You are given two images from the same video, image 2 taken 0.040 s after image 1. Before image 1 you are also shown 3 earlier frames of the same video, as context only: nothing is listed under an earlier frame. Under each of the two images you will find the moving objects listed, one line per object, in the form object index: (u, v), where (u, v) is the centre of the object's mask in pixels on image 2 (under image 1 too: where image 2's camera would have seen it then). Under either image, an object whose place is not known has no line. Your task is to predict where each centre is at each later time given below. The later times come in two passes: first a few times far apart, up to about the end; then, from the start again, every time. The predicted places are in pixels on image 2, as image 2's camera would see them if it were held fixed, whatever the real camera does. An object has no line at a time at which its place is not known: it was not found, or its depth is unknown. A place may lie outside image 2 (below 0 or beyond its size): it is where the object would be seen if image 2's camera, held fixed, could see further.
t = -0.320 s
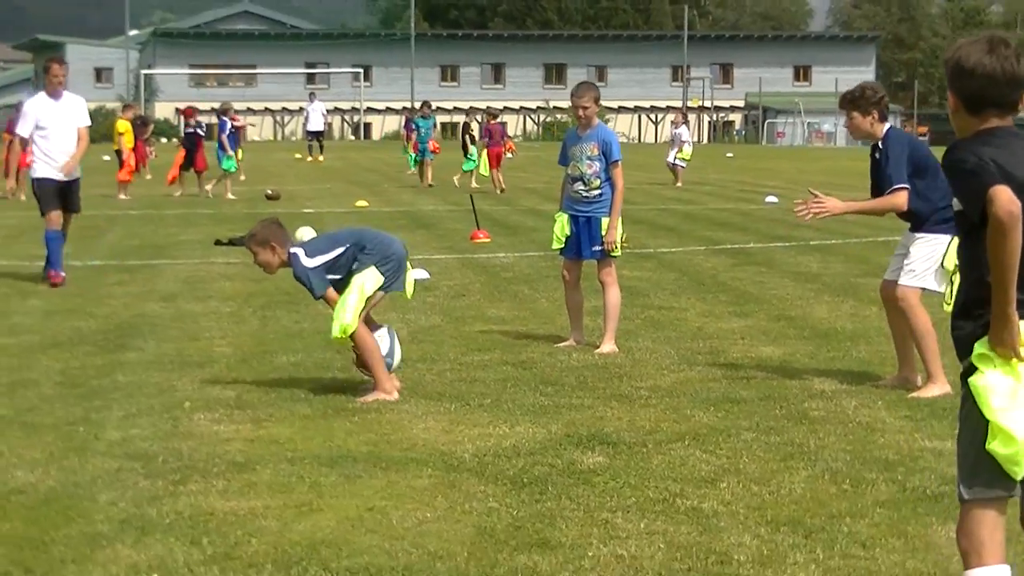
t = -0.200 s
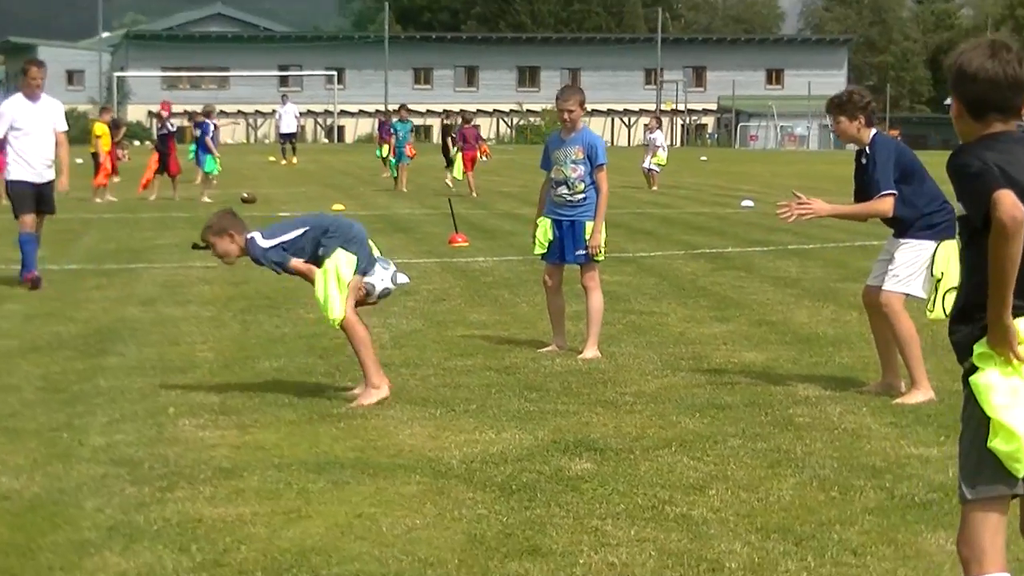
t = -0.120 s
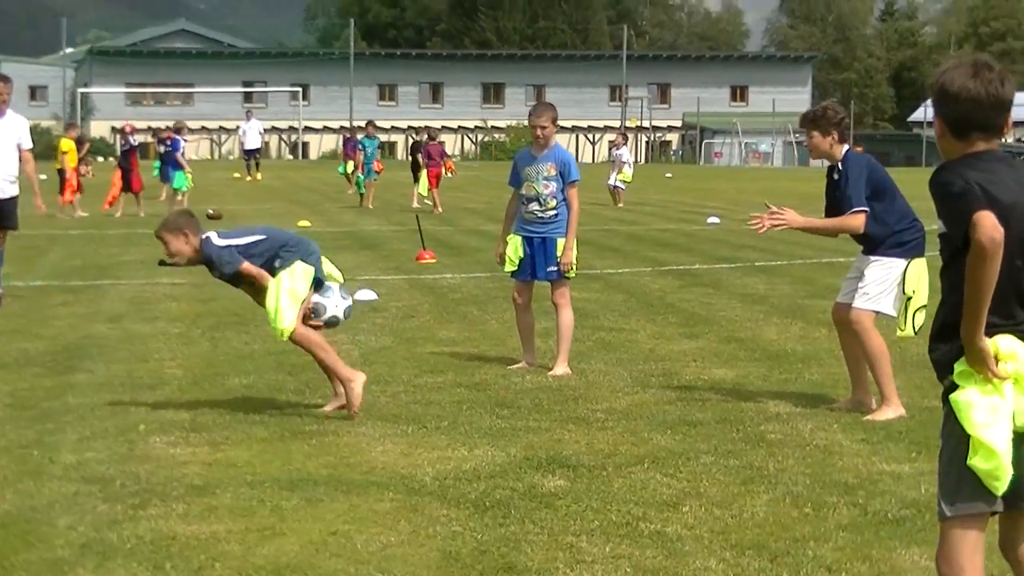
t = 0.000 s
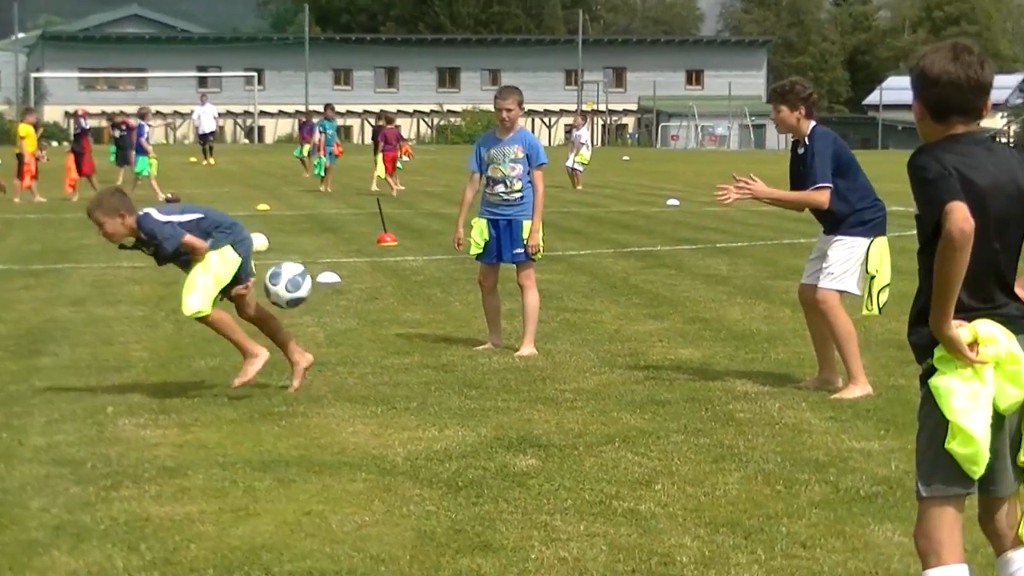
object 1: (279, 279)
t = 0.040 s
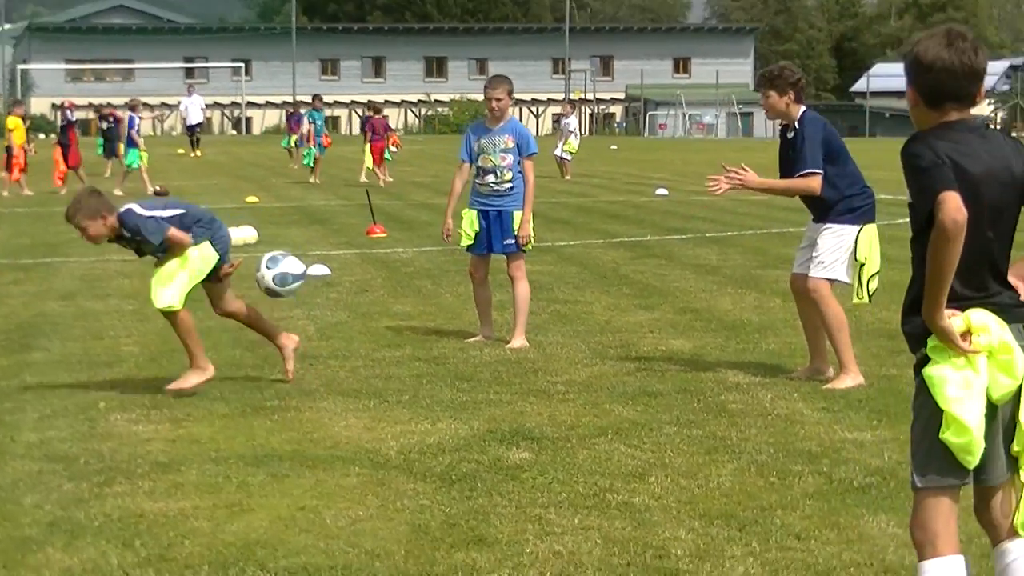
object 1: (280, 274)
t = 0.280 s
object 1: (284, 321)
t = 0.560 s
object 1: (324, 335)
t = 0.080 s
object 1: (281, 274)
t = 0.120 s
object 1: (283, 277)
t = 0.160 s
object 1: (282, 284)
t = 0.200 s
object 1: (282, 293)
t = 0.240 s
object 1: (282, 305)
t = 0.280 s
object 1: (284, 321)
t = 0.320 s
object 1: (285, 341)
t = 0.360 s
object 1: (286, 360)
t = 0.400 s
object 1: (293, 351)
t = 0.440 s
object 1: (301, 342)
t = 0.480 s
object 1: (309, 335)
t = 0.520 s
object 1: (317, 334)
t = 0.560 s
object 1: (324, 335)
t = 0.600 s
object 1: (331, 339)
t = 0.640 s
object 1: (339, 346)
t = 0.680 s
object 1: (346, 353)
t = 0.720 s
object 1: (352, 351)
